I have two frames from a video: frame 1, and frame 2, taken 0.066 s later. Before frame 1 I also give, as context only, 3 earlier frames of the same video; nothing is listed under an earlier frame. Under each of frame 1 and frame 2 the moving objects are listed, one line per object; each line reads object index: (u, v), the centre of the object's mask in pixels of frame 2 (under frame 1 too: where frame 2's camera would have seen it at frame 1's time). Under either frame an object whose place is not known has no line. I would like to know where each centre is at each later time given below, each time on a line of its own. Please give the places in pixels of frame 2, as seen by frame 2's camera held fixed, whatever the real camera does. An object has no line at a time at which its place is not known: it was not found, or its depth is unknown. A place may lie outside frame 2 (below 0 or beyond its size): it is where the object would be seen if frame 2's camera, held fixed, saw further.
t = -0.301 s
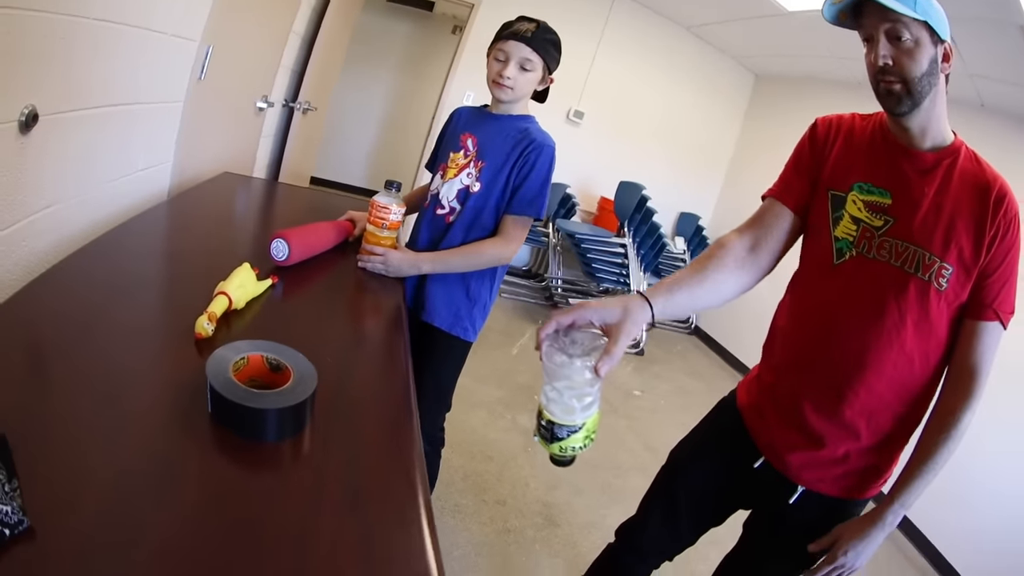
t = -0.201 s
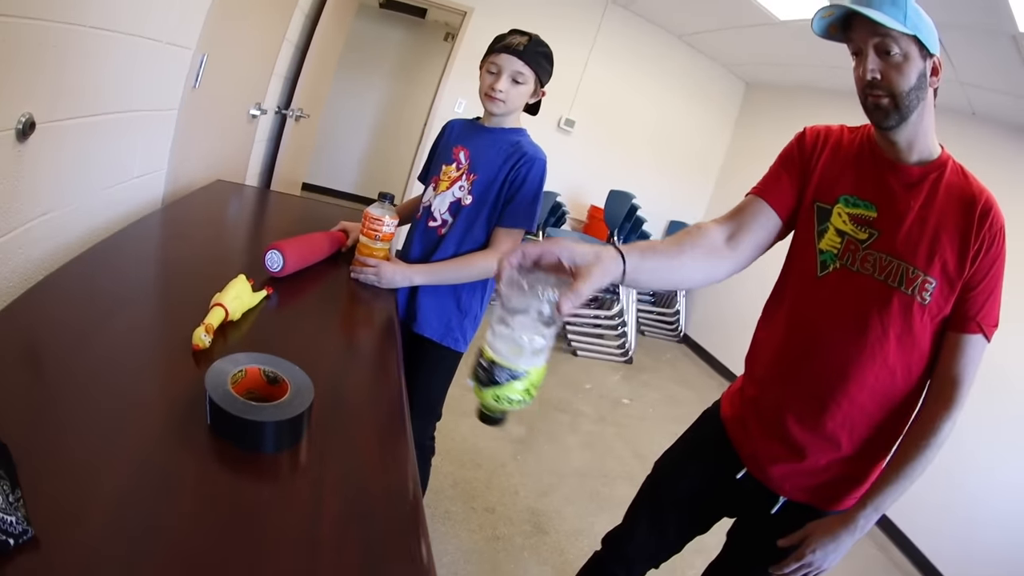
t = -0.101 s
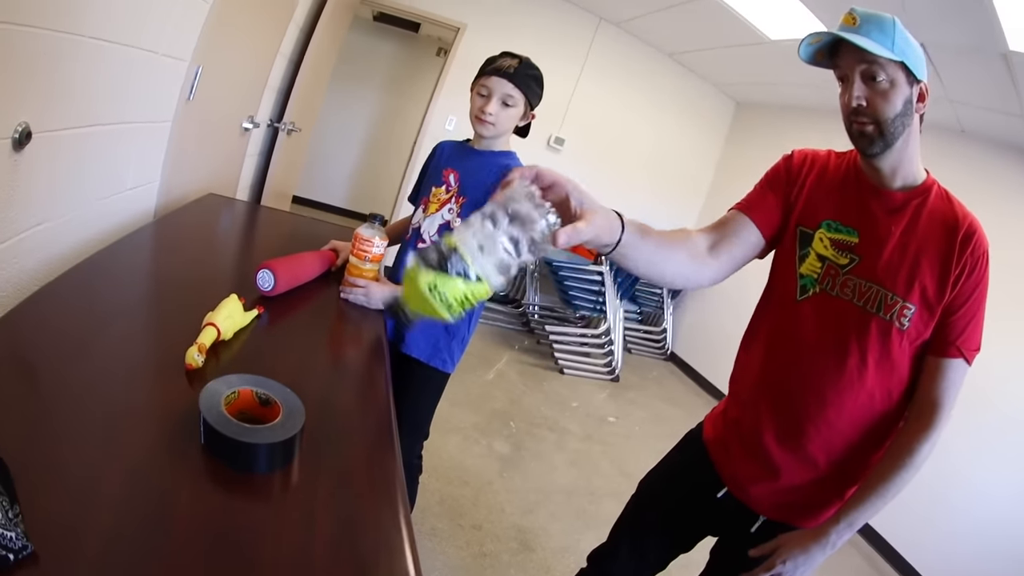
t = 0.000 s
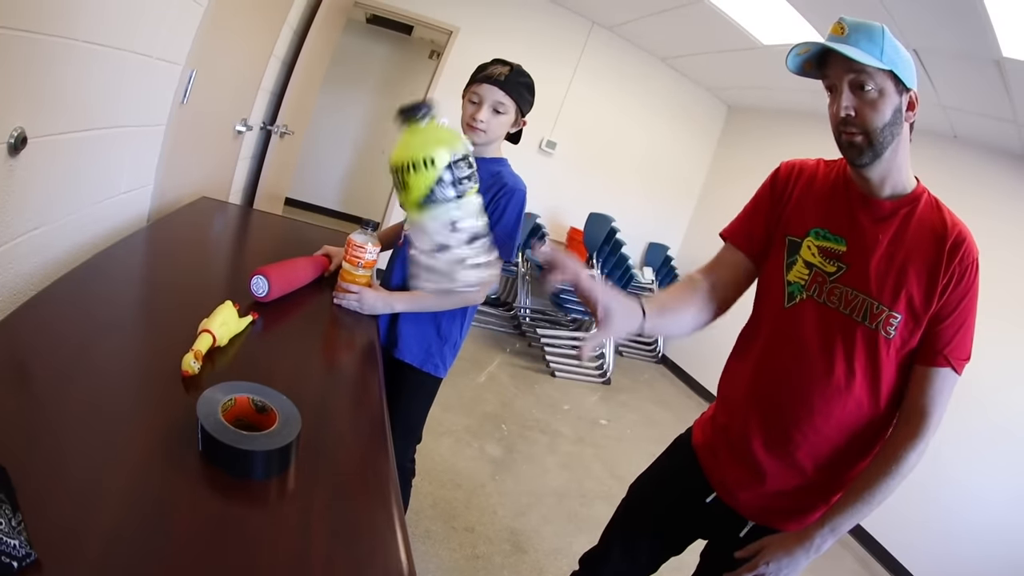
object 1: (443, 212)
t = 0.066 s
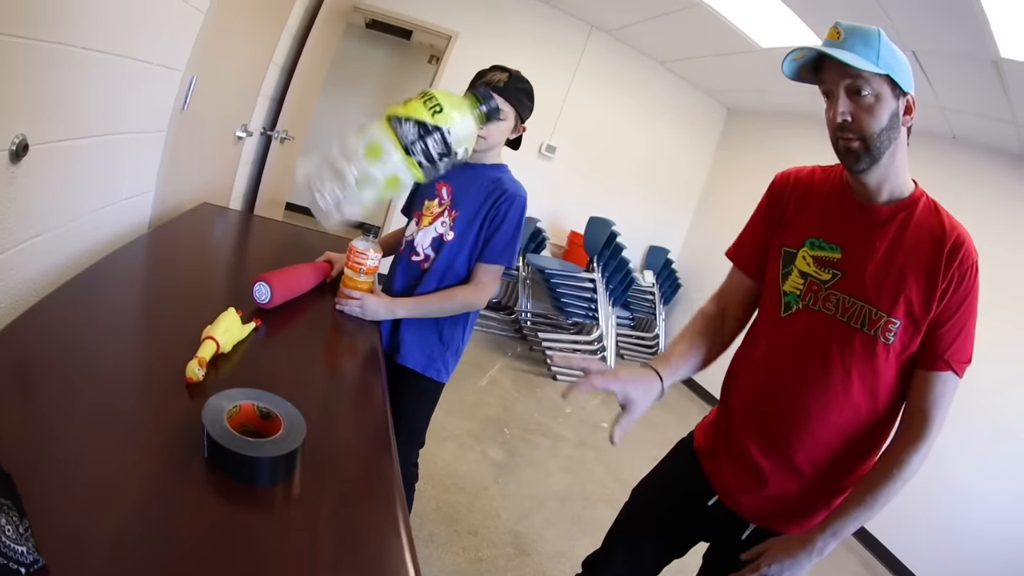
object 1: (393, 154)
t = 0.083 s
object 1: (390, 141)
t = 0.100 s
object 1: (384, 137)
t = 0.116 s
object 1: (376, 134)
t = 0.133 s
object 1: (368, 135)
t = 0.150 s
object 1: (361, 140)
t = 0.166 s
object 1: (352, 148)
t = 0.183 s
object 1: (344, 160)
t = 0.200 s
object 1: (333, 173)
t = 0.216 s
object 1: (322, 190)
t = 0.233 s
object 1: (312, 212)
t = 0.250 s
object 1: (300, 234)
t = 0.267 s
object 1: (290, 261)
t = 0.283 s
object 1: (280, 289)
